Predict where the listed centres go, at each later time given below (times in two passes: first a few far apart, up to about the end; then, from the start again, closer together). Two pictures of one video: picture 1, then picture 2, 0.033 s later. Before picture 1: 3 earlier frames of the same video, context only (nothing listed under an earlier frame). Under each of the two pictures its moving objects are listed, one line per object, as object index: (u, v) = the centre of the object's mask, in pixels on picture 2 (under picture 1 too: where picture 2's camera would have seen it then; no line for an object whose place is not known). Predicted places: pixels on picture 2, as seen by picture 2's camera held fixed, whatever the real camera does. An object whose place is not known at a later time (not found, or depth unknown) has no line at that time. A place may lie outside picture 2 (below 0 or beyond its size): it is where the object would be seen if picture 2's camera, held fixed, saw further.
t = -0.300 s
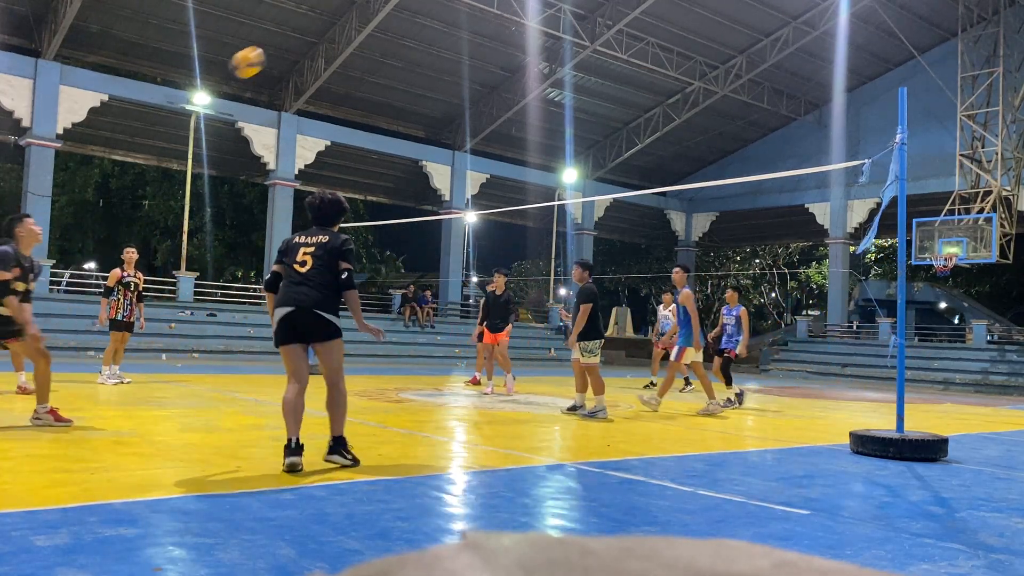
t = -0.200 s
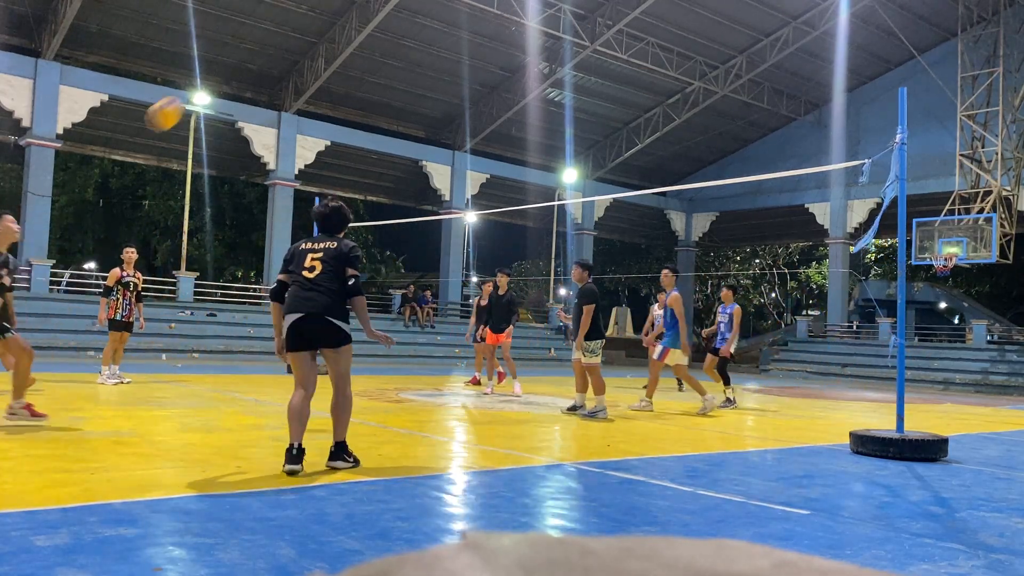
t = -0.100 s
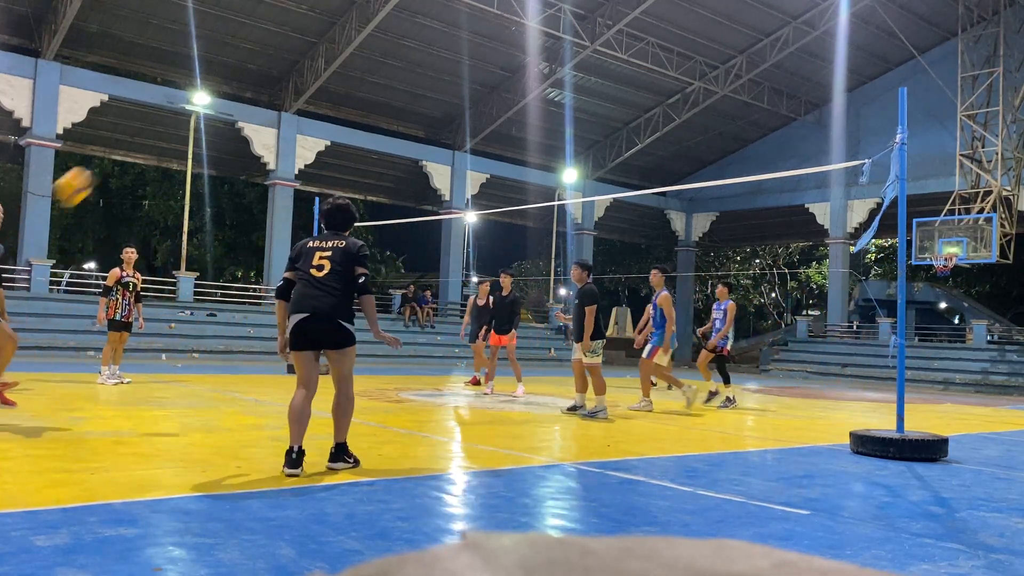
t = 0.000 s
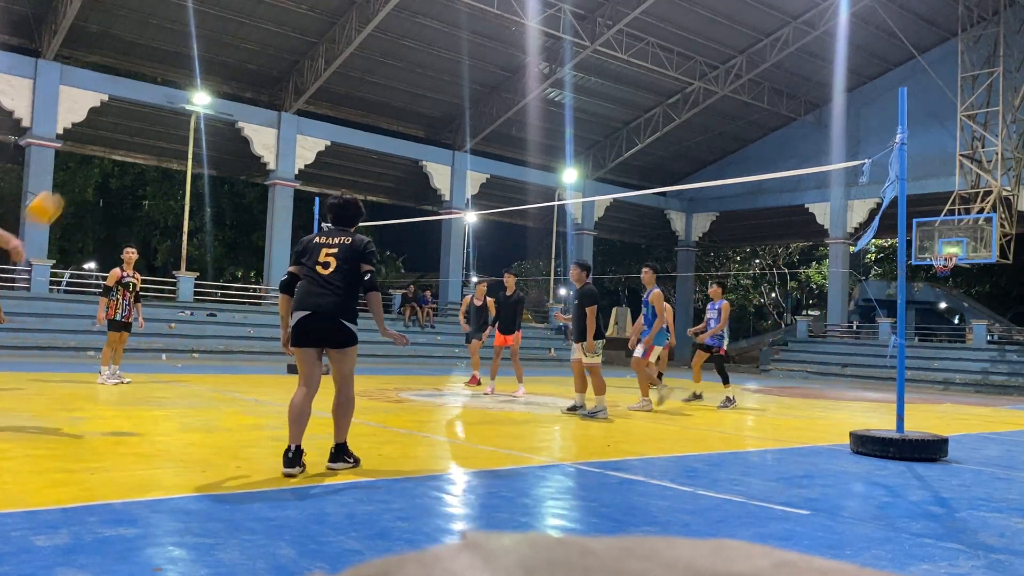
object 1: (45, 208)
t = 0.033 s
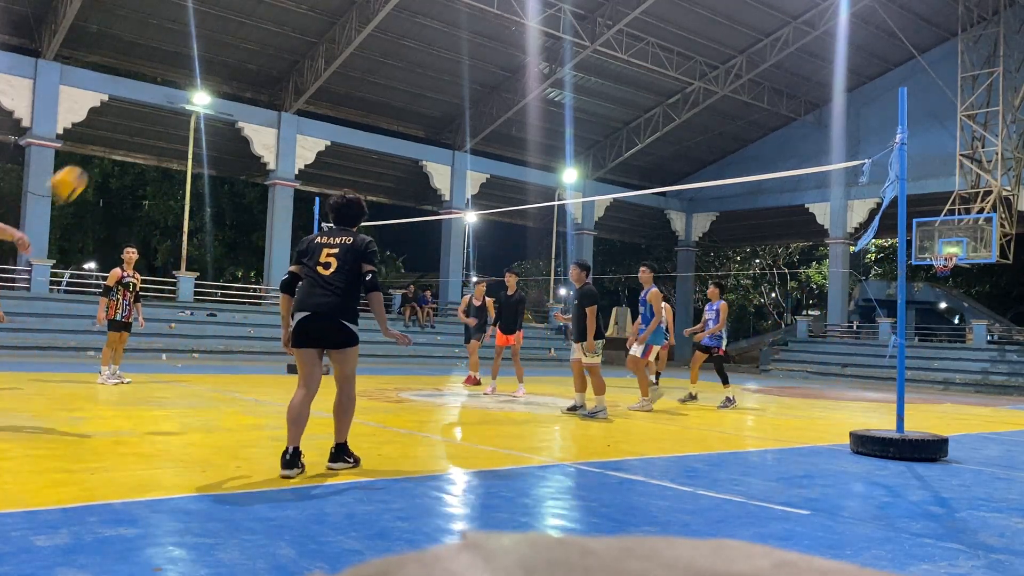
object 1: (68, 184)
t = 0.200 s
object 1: (175, 89)
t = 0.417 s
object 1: (285, 38)
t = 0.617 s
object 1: (367, 40)
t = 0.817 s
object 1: (431, 79)
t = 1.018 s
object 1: (484, 147)
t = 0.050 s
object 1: (78, 172)
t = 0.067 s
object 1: (90, 161)
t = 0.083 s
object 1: (102, 150)
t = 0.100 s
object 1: (113, 139)
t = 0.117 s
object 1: (124, 130)
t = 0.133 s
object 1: (134, 121)
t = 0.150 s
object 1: (144, 113)
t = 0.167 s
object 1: (154, 105)
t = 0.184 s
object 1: (165, 97)
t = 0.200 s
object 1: (175, 89)
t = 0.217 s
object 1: (184, 83)
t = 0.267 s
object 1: (213, 66)
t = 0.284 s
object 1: (221, 62)
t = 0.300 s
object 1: (230, 58)
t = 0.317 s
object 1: (238, 54)
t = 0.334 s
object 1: (246, 50)
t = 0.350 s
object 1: (254, 47)
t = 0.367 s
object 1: (262, 44)
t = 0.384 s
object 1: (270, 41)
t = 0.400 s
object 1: (278, 39)
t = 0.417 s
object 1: (285, 38)
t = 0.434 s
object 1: (293, 36)
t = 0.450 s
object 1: (301, 35)
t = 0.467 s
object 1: (308, 34)
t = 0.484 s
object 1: (315, 34)
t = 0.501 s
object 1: (322, 34)
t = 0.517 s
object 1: (328, 33)
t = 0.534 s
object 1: (335, 34)
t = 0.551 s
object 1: (341, 34)
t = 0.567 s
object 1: (348, 35)
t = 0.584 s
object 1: (354, 37)
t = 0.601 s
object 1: (361, 38)
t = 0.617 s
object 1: (367, 40)
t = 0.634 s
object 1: (373, 42)
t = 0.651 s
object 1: (379, 44)
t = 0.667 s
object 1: (384, 47)
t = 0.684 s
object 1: (390, 49)
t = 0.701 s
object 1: (395, 52)
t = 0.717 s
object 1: (401, 56)
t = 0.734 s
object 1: (406, 59)
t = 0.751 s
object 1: (412, 63)
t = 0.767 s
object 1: (417, 67)
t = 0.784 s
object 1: (422, 71)
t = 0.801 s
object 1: (427, 75)
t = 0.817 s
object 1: (431, 79)
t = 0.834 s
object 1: (436, 84)
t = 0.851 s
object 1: (441, 89)
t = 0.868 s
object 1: (446, 94)
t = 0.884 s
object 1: (450, 99)
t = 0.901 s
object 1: (455, 105)
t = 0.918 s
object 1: (459, 110)
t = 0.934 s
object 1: (464, 117)
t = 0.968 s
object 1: (472, 129)
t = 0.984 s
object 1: (476, 134)
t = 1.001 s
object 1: (480, 141)
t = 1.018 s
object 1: (484, 147)
